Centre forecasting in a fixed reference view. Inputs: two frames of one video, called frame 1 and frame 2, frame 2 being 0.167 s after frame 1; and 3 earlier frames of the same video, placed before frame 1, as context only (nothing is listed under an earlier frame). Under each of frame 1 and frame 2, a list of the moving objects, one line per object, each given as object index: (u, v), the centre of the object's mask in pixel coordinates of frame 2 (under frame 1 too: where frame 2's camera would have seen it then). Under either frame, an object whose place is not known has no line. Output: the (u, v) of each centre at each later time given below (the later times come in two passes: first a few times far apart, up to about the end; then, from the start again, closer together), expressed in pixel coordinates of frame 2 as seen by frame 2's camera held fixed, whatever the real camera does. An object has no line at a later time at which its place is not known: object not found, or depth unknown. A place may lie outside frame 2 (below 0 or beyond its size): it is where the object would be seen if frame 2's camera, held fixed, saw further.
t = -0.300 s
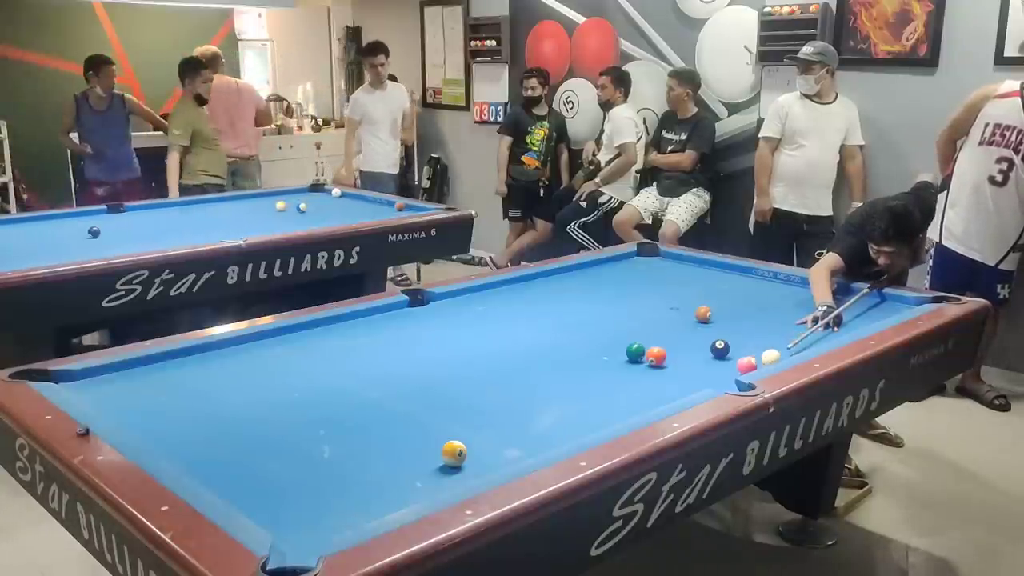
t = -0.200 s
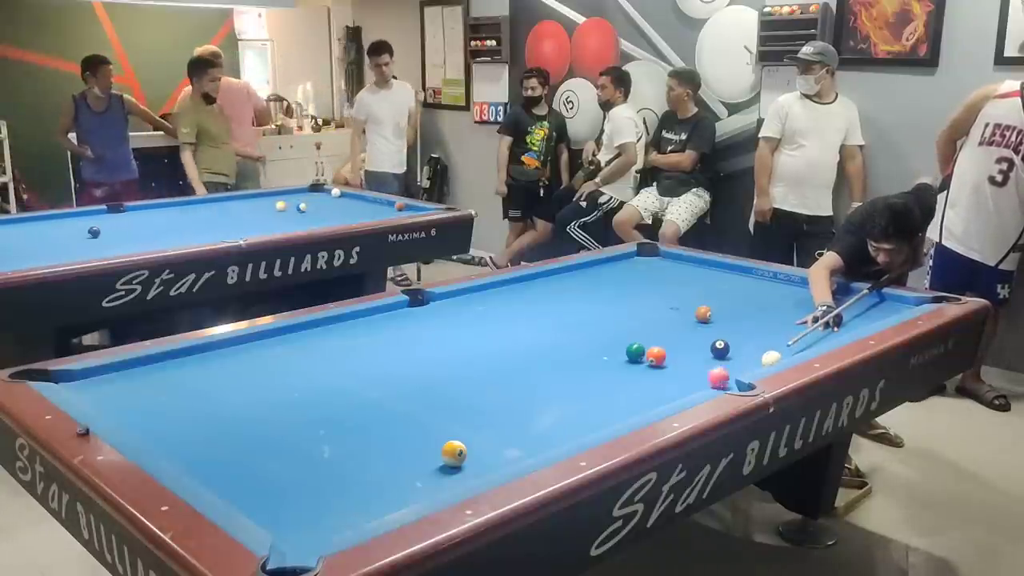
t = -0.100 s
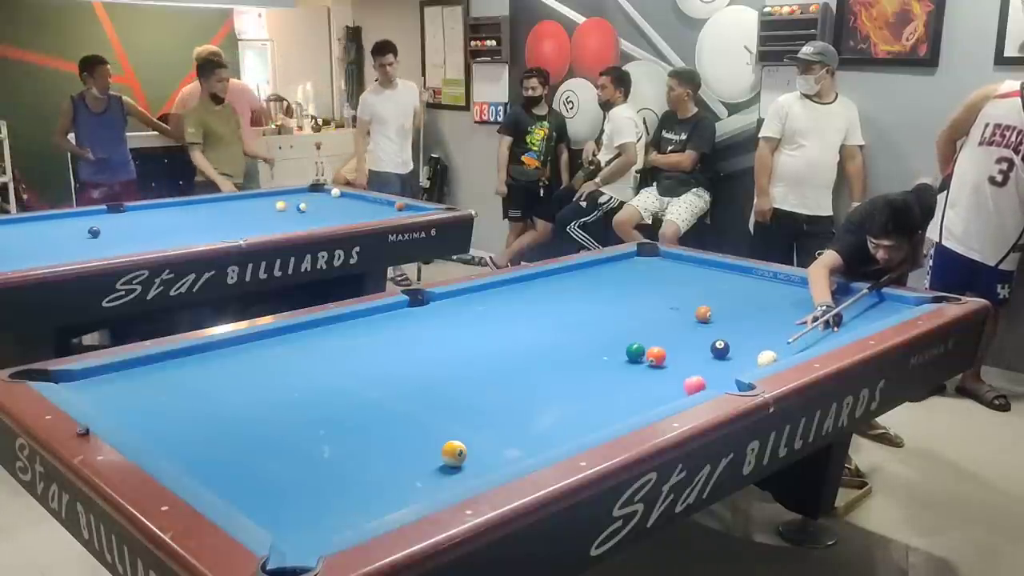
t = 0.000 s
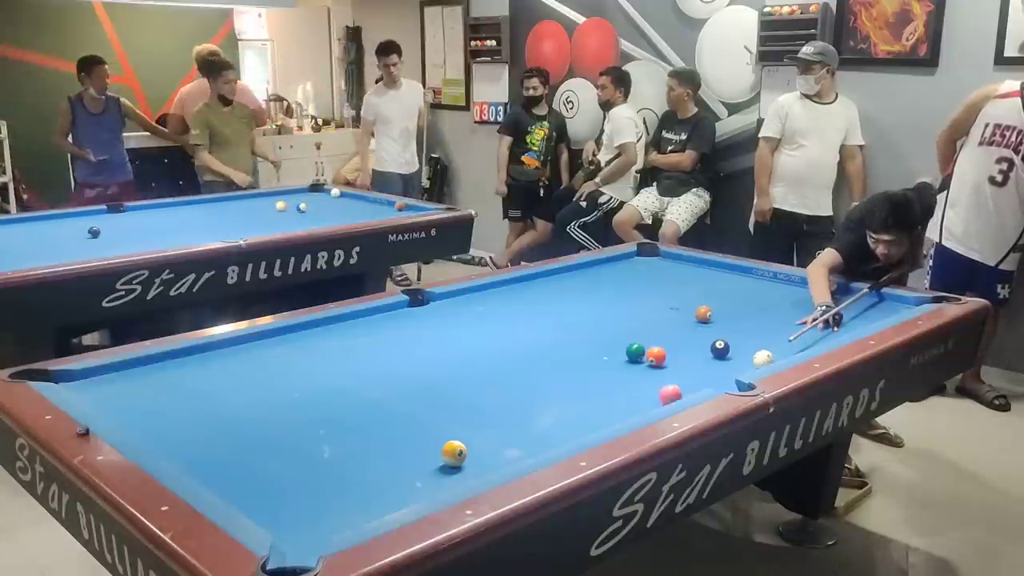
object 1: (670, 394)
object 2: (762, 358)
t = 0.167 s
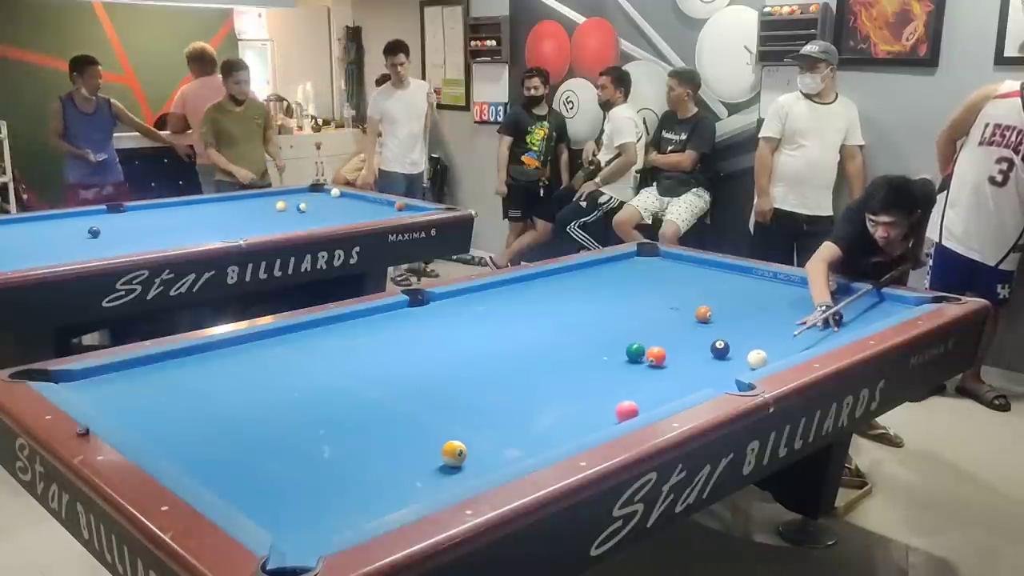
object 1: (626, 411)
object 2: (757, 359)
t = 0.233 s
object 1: (608, 418)
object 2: (755, 359)
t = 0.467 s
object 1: (539, 445)
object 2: (749, 359)
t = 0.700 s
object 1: (461, 474)
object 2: (744, 358)
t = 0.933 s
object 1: (372, 507)
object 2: (740, 357)
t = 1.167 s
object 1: (298, 541)
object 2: (738, 357)
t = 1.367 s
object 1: (305, 540)
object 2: (737, 357)
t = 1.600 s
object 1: (284, 533)
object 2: (737, 357)
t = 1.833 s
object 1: (282, 527)
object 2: (737, 357)
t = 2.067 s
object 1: (280, 522)
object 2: (737, 357)
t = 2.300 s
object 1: (279, 517)
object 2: (737, 357)
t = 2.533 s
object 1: (278, 514)
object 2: (737, 357)
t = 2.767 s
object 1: (277, 512)
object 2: (737, 357)
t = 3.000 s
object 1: (276, 511)
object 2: (736, 357)
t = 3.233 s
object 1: (275, 511)
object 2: (737, 357)
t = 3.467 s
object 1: (275, 510)
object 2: (737, 357)
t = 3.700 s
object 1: (275, 510)
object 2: (737, 357)
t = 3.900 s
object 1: (274, 510)
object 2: (737, 357)
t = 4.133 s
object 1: (275, 510)
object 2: (737, 357)
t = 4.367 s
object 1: (276, 509)
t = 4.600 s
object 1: (264, 510)
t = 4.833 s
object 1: (275, 509)
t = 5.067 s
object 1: (274, 510)
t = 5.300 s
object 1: (275, 510)
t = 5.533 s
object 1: (274, 510)
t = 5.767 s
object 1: (275, 510)
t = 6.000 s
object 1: (275, 510)
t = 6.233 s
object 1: (274, 510)
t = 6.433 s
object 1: (274, 510)
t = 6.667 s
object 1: (274, 510)
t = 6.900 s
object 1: (274, 510)
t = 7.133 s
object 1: (274, 510)
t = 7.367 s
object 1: (274, 510)
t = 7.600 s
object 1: (274, 510)
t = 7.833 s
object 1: (274, 510)
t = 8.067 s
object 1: (274, 510)
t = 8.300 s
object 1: (274, 510)
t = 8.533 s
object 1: (274, 510)
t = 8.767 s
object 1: (274, 510)
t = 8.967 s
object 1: (274, 510)
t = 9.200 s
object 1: (274, 510)
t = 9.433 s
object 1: (274, 510)
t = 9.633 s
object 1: (274, 510)
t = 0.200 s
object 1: (617, 414)
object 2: (756, 359)
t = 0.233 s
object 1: (608, 418)
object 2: (755, 359)
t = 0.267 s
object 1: (599, 421)
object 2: (754, 359)
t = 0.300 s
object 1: (589, 425)
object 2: (753, 359)
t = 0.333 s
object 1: (579, 429)
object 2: (752, 359)
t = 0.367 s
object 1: (569, 433)
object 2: (751, 359)
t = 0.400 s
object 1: (560, 436)
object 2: (750, 359)
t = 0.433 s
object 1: (549, 440)
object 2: (749, 359)
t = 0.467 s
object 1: (539, 445)
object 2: (749, 359)
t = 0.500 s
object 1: (528, 448)
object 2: (748, 359)
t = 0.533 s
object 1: (517, 452)
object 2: (747, 359)
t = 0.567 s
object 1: (507, 457)
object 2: (747, 359)
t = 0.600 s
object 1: (496, 461)
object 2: (746, 359)
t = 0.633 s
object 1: (484, 465)
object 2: (745, 358)
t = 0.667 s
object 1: (472, 470)
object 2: (744, 358)
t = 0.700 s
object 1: (461, 474)
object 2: (744, 358)
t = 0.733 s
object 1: (449, 478)
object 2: (743, 358)
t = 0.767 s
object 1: (436, 483)
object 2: (742, 358)
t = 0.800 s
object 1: (424, 488)
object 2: (742, 358)
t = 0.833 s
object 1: (412, 493)
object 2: (741, 358)
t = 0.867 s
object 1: (399, 498)
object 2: (740, 358)
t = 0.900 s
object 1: (385, 502)
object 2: (740, 358)
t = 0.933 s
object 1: (372, 507)
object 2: (740, 357)
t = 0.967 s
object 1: (359, 513)
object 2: (739, 357)
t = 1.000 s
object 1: (345, 518)
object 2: (739, 357)
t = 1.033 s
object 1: (330, 524)
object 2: (739, 357)
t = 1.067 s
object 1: (316, 531)
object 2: (738, 357)
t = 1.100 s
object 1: (302, 536)
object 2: (738, 357)
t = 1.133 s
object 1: (288, 540)
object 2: (738, 357)
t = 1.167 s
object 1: (298, 541)
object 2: (738, 357)
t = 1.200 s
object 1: (308, 542)
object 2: (737, 357)
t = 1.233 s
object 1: (315, 542)
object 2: (737, 357)
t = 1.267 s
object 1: (315, 542)
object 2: (737, 357)
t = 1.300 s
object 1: (313, 542)
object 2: (737, 357)
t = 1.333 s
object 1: (309, 541)
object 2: (737, 357)
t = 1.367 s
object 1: (305, 540)
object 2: (737, 357)
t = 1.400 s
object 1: (302, 540)
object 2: (737, 357)
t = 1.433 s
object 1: (298, 539)
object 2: (737, 357)
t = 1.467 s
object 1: (295, 538)
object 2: (737, 357)
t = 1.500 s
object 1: (291, 538)
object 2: (737, 357)
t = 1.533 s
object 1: (288, 536)
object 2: (737, 357)
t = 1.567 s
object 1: (286, 535)
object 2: (737, 357)
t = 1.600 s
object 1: (284, 533)
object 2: (737, 357)
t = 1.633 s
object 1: (284, 533)
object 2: (737, 357)
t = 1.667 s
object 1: (283, 532)
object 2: (737, 357)
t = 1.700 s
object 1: (283, 531)
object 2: (737, 357)
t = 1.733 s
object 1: (283, 529)
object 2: (737, 357)
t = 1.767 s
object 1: (282, 528)
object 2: (737, 357)
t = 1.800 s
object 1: (282, 528)
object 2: (737, 357)
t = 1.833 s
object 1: (282, 527)
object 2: (737, 357)
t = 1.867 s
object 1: (281, 526)
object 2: (737, 357)
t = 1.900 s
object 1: (281, 526)
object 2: (737, 357)
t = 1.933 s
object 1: (281, 525)
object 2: (737, 357)
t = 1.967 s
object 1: (280, 524)
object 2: (737, 357)
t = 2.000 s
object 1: (280, 524)
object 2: (737, 357)
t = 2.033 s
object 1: (280, 523)
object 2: (737, 357)
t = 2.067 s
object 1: (280, 522)
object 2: (737, 357)
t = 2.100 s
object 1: (279, 522)
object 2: (737, 357)
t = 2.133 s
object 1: (279, 521)
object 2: (737, 357)
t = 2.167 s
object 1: (279, 520)
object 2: (737, 357)
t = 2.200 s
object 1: (279, 519)
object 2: (737, 357)
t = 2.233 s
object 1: (279, 519)
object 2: (737, 357)
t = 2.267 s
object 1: (279, 518)
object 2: (737, 357)
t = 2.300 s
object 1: (279, 517)
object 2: (737, 357)
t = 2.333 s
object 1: (278, 517)
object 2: (737, 357)
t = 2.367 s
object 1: (278, 517)
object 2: (737, 357)
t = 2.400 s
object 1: (278, 516)
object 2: (737, 357)
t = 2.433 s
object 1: (278, 516)
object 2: (737, 357)
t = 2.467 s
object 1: (278, 515)
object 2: (737, 357)
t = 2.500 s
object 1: (278, 515)
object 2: (737, 357)
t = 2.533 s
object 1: (278, 514)
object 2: (737, 357)
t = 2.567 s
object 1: (278, 514)
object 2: (737, 357)
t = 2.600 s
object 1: (278, 514)
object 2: (737, 357)
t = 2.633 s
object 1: (278, 513)
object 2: (737, 357)
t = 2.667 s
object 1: (278, 513)
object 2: (737, 357)
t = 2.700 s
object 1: (277, 513)
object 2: (737, 357)
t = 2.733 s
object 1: (277, 512)
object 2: (737, 357)
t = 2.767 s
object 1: (277, 512)
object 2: (737, 357)
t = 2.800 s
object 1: (277, 512)
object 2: (737, 357)
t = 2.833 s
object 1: (277, 512)
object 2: (737, 357)
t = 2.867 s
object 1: (277, 511)
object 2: (737, 357)
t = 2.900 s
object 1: (277, 511)
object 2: (737, 357)
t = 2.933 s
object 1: (276, 511)
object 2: (737, 357)
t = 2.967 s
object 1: (276, 511)
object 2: (737, 357)
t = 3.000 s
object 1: (276, 511)
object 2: (736, 357)
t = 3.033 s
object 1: (276, 511)
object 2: (737, 357)
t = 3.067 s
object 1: (276, 511)
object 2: (737, 357)
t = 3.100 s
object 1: (276, 511)
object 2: (737, 357)
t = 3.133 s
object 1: (276, 511)
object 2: (737, 357)
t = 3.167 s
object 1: (275, 511)
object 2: (737, 357)
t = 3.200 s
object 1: (275, 511)
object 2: (736, 357)
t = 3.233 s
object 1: (275, 511)
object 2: (737, 357)
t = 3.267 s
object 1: (275, 510)
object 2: (737, 357)
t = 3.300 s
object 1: (275, 510)
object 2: (737, 357)
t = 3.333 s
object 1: (275, 511)
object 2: (737, 357)
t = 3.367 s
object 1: (275, 510)
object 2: (737, 357)
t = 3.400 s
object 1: (275, 510)
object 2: (737, 357)
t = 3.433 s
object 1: (275, 510)
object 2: (737, 357)
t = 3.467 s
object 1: (275, 510)
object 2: (737, 357)
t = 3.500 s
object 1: (275, 510)
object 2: (737, 357)
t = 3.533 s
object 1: (275, 510)
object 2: (737, 357)
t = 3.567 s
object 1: (275, 510)
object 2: (737, 357)
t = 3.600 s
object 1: (275, 510)
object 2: (737, 357)
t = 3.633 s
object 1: (275, 510)
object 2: (737, 357)
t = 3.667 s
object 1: (275, 510)
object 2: (737, 357)
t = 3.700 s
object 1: (275, 510)
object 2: (737, 357)
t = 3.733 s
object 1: (275, 510)
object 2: (737, 357)
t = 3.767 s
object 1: (275, 510)
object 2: (737, 357)
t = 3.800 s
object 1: (275, 510)
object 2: (737, 357)
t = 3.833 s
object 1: (275, 510)
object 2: (737, 357)
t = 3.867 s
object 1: (275, 510)
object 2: (737, 357)
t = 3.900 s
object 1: (274, 510)
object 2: (737, 357)
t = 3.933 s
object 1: (274, 510)
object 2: (737, 357)
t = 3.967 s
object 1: (274, 510)
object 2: (737, 357)
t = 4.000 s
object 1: (274, 510)
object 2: (737, 357)
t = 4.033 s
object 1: (274, 510)
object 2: (737, 357)
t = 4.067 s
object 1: (274, 510)
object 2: (737, 357)
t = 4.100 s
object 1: (274, 510)
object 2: (737, 357)
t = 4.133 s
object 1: (275, 510)
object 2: (737, 357)
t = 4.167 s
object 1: (279, 510)
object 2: (737, 357)
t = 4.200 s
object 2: (737, 357)
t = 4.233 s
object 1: (274, 510)
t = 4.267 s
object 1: (274, 510)
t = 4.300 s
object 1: (274, 510)
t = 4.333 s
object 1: (274, 510)
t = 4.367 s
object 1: (276, 509)
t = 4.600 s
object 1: (264, 510)
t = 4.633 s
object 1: (275, 509)
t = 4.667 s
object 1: (275, 509)
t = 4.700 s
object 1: (275, 509)
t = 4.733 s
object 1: (275, 510)
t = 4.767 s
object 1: (275, 510)
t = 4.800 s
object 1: (274, 509)
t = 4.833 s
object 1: (275, 509)
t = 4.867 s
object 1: (274, 509)
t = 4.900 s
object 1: (274, 509)
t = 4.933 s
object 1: (274, 510)
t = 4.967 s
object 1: (274, 510)
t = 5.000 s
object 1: (274, 510)
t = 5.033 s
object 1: (274, 509)
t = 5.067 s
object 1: (274, 510)
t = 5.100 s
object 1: (274, 509)
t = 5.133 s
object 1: (275, 509)
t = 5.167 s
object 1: (275, 509)
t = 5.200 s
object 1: (275, 510)
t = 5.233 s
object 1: (275, 510)
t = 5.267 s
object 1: (275, 510)
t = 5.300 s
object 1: (275, 510)
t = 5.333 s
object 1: (275, 510)
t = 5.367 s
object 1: (275, 510)
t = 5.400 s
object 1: (274, 510)
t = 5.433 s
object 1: (275, 510)
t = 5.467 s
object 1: (275, 510)
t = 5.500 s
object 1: (274, 510)
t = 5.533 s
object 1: (274, 510)
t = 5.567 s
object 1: (275, 510)
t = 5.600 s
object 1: (275, 510)
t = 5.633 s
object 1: (275, 510)
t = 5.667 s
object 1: (275, 510)
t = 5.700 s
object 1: (275, 510)
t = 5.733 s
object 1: (275, 510)
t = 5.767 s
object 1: (275, 510)
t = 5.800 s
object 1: (274, 510)
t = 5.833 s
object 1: (275, 510)
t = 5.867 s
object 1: (275, 510)
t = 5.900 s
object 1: (275, 510)
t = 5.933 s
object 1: (275, 510)
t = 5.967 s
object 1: (274, 510)
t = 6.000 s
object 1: (275, 510)
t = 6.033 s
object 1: (275, 510)
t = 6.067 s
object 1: (275, 510)
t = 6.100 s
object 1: (275, 510)
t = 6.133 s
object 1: (274, 510)
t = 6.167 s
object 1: (274, 510)
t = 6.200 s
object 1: (274, 510)
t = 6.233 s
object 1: (274, 510)
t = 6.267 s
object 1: (274, 510)
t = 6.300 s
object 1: (274, 510)
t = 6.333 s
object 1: (274, 510)
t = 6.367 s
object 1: (274, 510)
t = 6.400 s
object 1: (275, 510)
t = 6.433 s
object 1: (274, 510)
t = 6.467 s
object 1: (274, 510)
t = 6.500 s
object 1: (274, 510)
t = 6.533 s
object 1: (274, 510)
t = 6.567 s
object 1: (274, 510)
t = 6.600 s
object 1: (274, 510)
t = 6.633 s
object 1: (274, 510)
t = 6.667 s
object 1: (274, 510)
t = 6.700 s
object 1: (274, 510)
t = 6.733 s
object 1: (274, 510)
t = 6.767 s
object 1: (274, 510)
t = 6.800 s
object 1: (274, 510)
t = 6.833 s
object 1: (274, 510)
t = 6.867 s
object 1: (274, 510)
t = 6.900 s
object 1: (274, 510)
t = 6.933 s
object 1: (274, 510)
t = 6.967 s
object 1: (274, 510)
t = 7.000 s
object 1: (274, 510)
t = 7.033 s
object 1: (274, 510)
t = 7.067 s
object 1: (274, 510)
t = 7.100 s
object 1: (274, 510)
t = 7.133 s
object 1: (274, 510)
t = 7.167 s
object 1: (274, 510)
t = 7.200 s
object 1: (274, 510)
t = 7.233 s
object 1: (274, 510)
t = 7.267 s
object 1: (274, 510)
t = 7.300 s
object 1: (274, 510)
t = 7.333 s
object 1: (274, 510)
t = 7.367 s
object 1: (274, 510)
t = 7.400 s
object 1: (274, 510)
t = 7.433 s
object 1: (274, 510)
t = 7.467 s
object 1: (274, 510)
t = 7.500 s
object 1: (274, 510)
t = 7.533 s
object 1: (274, 510)
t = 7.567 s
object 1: (274, 510)
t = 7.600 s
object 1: (274, 510)
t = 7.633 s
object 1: (274, 510)
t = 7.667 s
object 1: (274, 510)
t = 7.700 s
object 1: (274, 510)
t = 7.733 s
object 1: (274, 510)
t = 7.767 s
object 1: (274, 510)
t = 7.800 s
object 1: (274, 510)
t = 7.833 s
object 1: (274, 510)
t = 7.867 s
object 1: (274, 510)
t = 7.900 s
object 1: (274, 510)
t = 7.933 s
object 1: (274, 510)
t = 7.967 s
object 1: (274, 510)
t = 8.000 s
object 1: (274, 510)
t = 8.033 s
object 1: (274, 510)
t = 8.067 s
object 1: (274, 510)
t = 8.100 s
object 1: (274, 510)
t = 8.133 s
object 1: (274, 510)
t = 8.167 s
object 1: (274, 510)
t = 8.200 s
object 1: (274, 510)
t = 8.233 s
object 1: (274, 510)
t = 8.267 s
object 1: (274, 510)
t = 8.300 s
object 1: (274, 510)
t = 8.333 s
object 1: (274, 510)
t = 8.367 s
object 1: (274, 510)
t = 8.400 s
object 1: (274, 510)
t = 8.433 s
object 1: (274, 510)
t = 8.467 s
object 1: (274, 510)
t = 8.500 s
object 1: (274, 510)
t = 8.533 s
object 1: (274, 510)
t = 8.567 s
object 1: (274, 510)
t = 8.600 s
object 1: (274, 510)
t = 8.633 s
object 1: (274, 510)
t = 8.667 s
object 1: (274, 510)
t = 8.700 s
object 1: (274, 510)
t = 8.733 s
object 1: (274, 510)
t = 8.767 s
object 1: (274, 510)
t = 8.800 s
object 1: (274, 510)
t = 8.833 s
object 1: (274, 510)
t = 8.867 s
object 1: (274, 510)
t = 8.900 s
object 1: (274, 510)
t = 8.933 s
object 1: (274, 510)
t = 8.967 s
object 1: (274, 510)
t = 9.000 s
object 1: (274, 510)
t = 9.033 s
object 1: (274, 510)
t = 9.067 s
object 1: (274, 510)
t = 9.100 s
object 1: (274, 510)
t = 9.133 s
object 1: (274, 510)
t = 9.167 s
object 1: (274, 510)
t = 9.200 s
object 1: (274, 510)
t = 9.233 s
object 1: (274, 510)
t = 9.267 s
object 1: (274, 510)
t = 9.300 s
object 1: (274, 510)
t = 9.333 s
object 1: (274, 510)
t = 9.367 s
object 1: (274, 510)
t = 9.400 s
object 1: (274, 510)
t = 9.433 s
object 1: (274, 510)
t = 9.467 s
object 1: (274, 510)
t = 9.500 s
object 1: (274, 510)
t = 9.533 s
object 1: (274, 510)
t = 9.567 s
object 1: (274, 510)
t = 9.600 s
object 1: (274, 510)
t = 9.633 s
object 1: (274, 510)
